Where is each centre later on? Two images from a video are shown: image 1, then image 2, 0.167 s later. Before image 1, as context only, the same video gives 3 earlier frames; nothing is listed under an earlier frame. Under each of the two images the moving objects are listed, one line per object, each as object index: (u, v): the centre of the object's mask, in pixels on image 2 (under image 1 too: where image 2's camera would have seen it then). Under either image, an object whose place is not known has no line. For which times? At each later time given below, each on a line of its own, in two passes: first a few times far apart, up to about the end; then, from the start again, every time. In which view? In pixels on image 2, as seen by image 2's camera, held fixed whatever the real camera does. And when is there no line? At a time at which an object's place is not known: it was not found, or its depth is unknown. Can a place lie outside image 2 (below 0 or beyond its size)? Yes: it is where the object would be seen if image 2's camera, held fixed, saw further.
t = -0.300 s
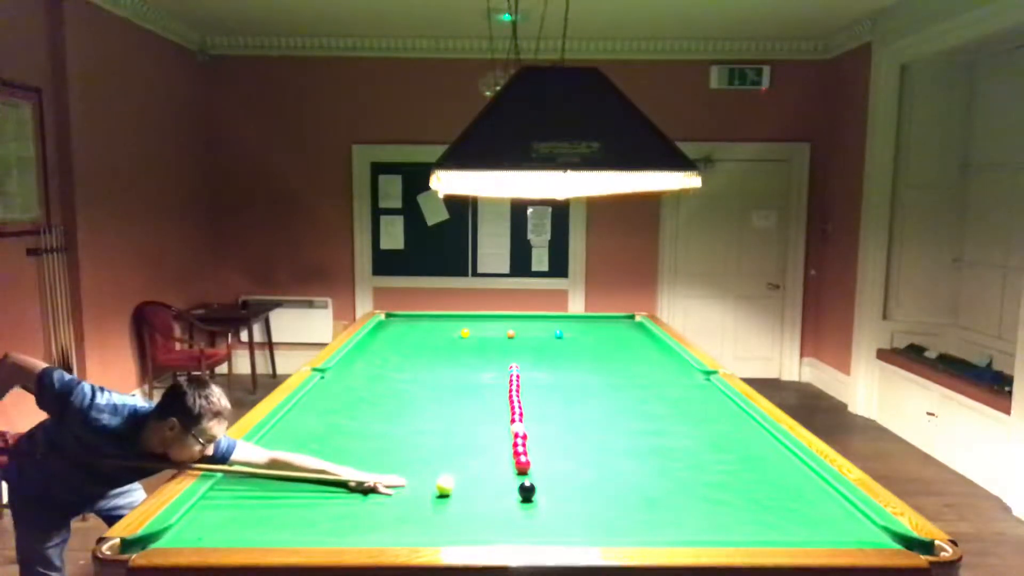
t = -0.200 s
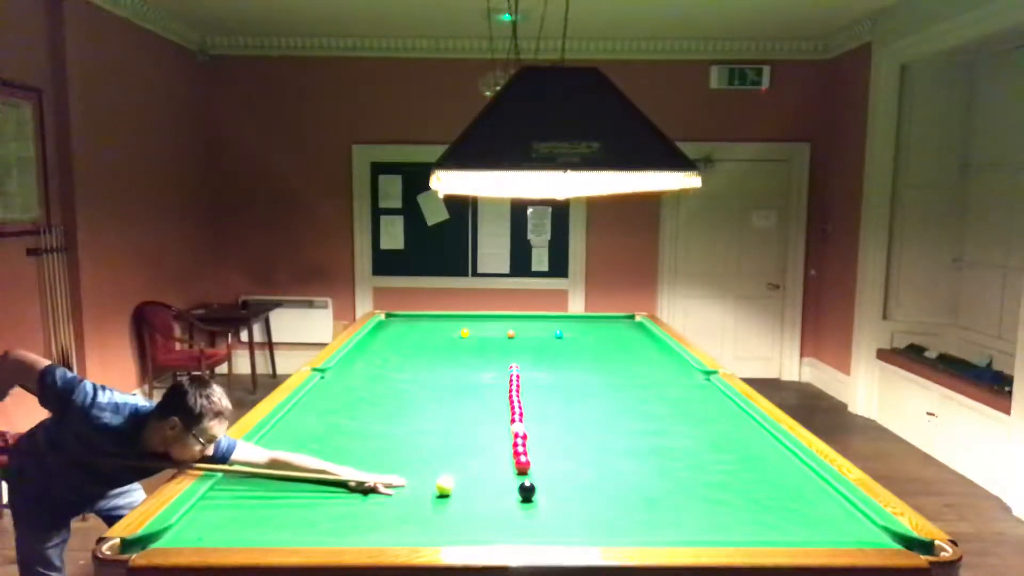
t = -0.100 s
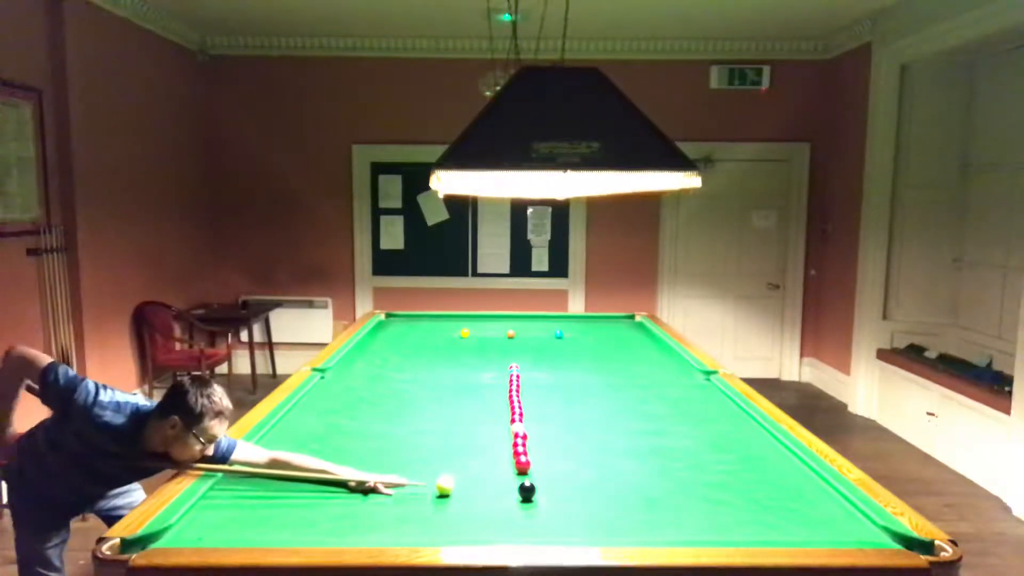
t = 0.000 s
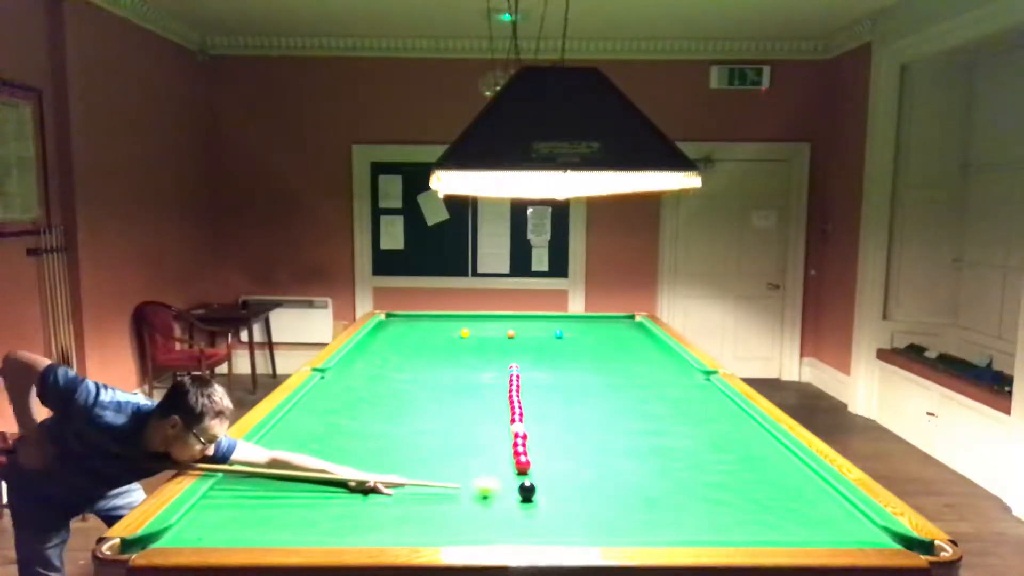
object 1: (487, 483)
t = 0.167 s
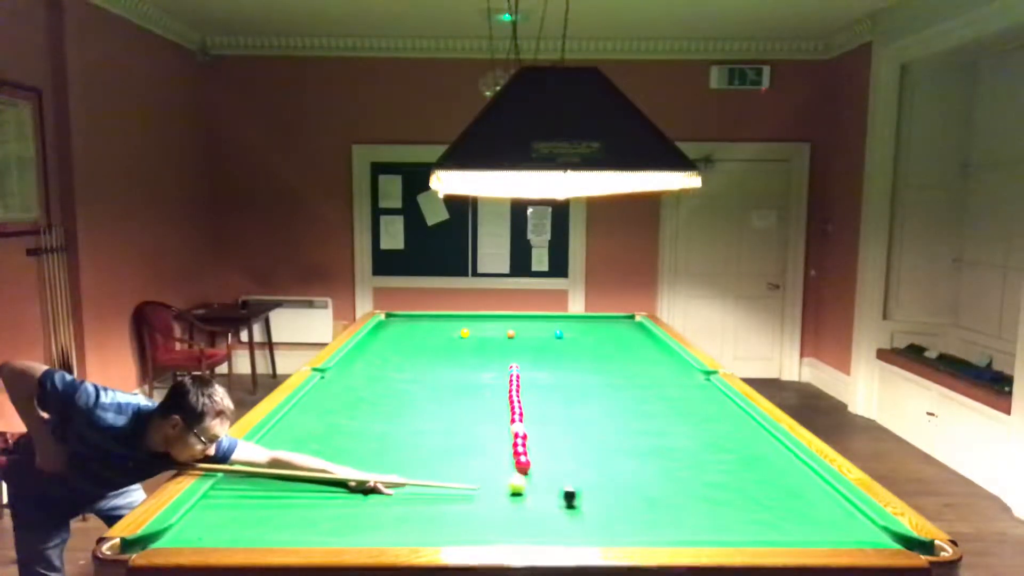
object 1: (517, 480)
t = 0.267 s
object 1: (523, 477)
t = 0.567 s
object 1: (540, 470)
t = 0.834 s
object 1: (554, 465)
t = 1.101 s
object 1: (565, 460)
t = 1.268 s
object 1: (570, 458)
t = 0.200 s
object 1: (520, 479)
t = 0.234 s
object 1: (521, 478)
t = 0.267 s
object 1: (523, 477)
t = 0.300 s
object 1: (525, 477)
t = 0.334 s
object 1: (527, 476)
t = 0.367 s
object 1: (529, 475)
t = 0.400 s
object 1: (530, 475)
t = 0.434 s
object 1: (532, 474)
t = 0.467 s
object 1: (535, 473)
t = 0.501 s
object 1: (537, 472)
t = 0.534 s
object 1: (537, 471)
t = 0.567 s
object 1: (540, 470)
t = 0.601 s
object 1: (541, 470)
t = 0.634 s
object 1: (544, 469)
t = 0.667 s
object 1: (544, 469)
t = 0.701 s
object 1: (546, 468)
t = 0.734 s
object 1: (548, 467)
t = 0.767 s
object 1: (551, 467)
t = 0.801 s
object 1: (553, 466)
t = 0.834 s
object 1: (554, 465)
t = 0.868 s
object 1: (555, 465)
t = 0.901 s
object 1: (556, 464)
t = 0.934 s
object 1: (558, 463)
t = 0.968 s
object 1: (559, 463)
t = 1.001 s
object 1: (561, 462)
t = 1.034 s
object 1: (562, 462)
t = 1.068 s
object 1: (564, 461)
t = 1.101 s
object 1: (565, 460)
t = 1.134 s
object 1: (566, 460)
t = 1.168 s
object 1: (567, 460)
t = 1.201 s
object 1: (568, 459)
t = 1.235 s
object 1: (570, 459)
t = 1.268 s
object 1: (570, 458)
